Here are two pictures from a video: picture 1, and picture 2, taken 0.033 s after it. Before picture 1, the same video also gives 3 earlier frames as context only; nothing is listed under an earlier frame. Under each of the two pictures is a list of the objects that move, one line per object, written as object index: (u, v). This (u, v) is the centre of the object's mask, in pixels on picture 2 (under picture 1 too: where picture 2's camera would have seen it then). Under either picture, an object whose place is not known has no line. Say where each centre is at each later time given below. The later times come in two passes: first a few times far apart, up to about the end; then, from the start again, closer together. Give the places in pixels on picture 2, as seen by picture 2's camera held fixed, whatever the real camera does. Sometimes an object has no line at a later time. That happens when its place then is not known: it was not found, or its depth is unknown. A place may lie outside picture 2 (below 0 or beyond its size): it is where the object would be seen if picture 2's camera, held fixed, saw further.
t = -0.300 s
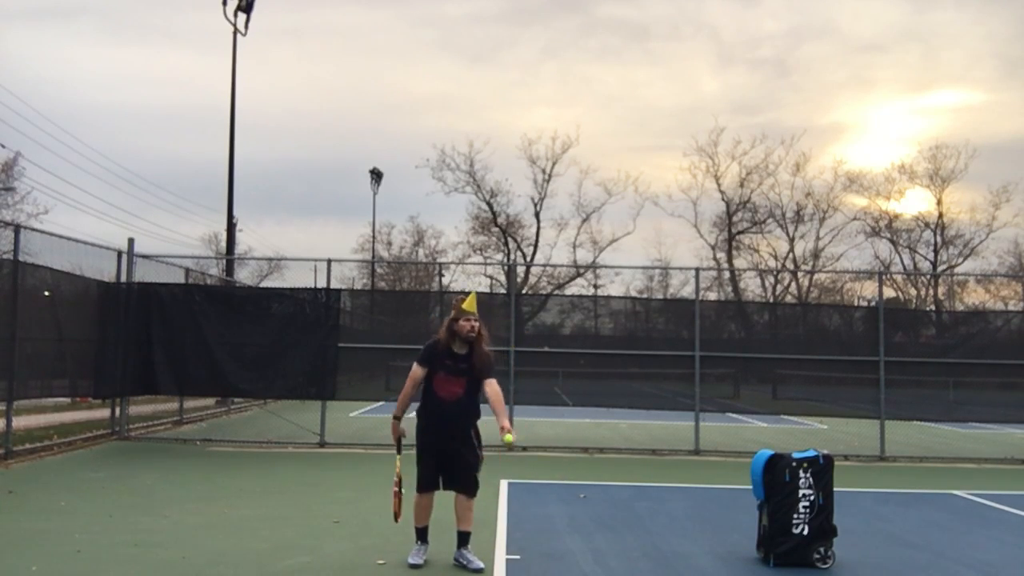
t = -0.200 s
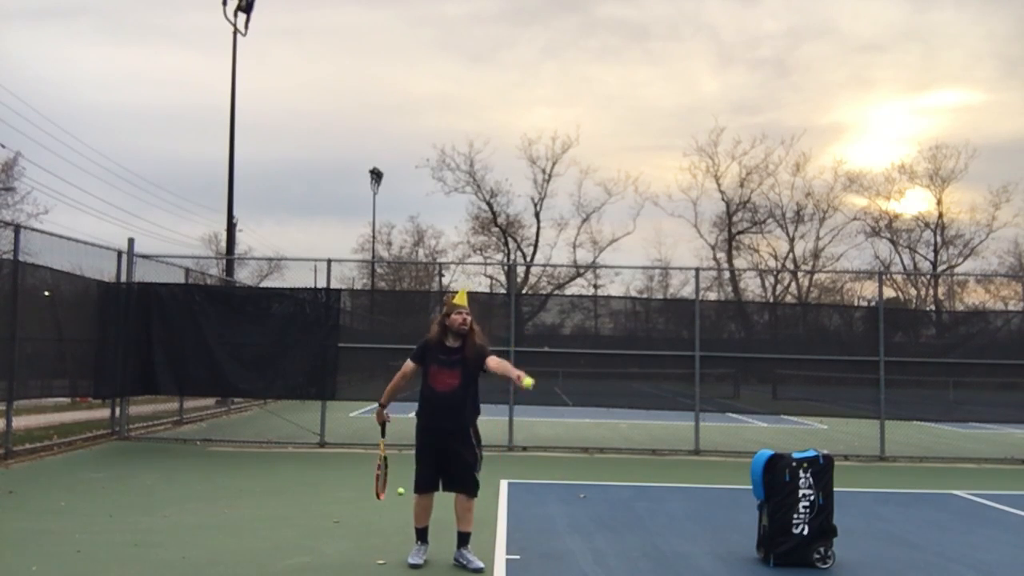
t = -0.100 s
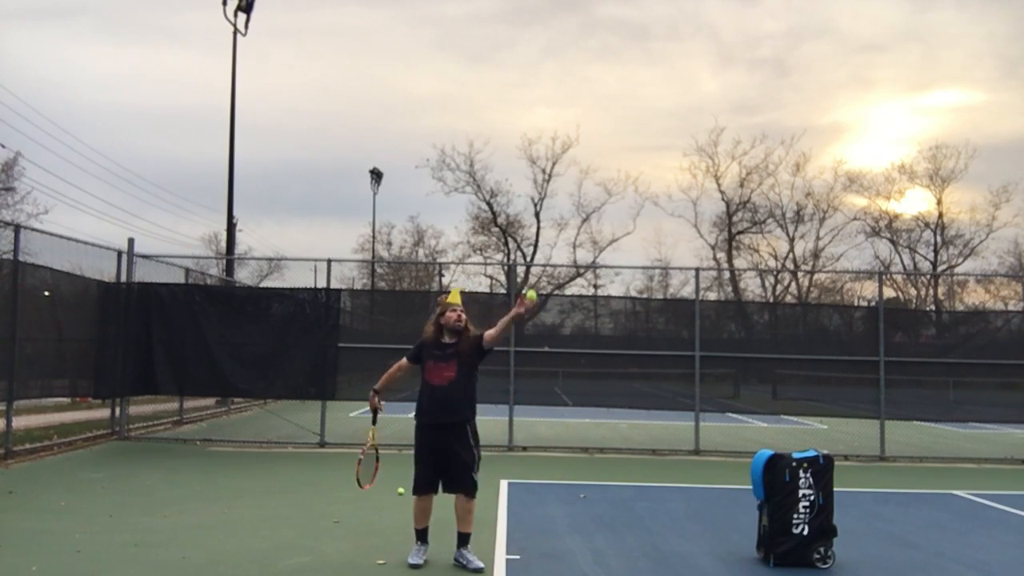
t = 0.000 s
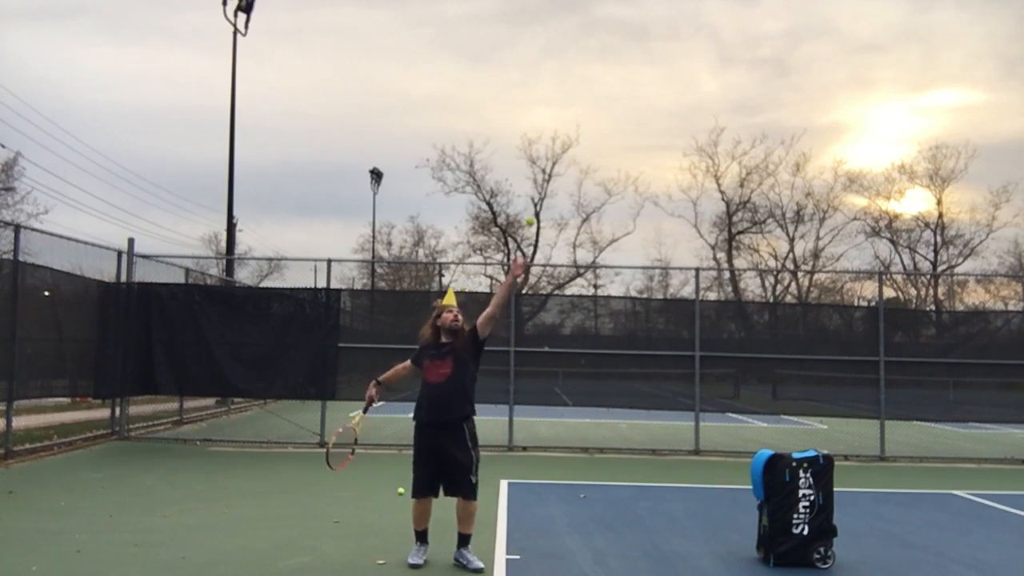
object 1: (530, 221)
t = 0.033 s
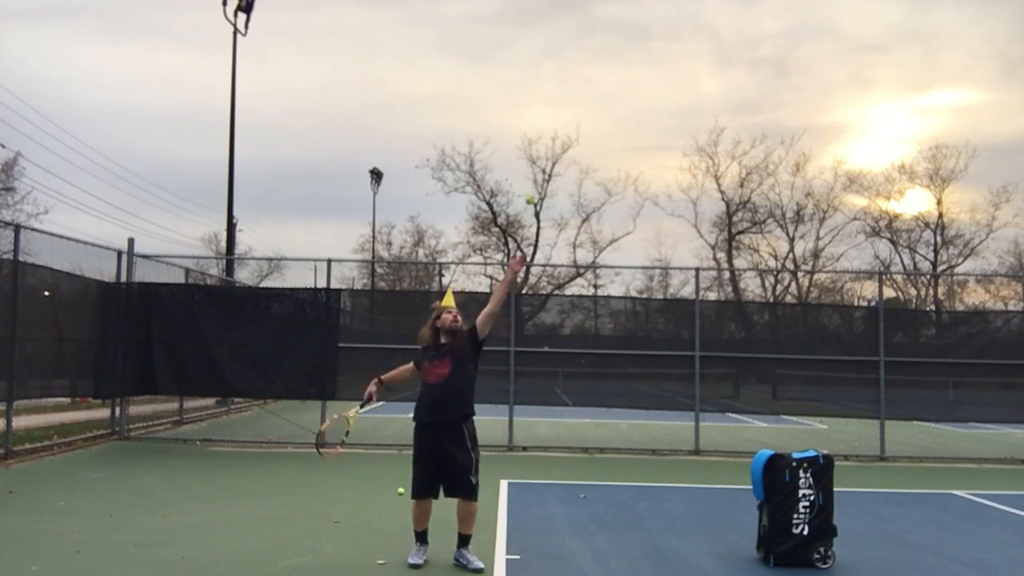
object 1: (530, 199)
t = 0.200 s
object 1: (527, 120)
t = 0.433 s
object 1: (523, 77)
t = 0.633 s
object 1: (518, 100)
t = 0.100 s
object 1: (529, 163)
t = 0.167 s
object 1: (527, 132)
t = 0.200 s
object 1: (527, 120)
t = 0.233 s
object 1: (526, 109)
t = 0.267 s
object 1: (526, 100)
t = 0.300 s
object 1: (525, 92)
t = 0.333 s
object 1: (525, 86)
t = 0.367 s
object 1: (524, 82)
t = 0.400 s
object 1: (526, 77)
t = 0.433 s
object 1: (523, 77)
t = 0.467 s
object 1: (522, 78)
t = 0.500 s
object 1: (521, 79)
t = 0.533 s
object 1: (520, 82)
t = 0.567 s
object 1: (519, 87)
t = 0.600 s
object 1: (519, 93)
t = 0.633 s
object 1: (518, 100)
